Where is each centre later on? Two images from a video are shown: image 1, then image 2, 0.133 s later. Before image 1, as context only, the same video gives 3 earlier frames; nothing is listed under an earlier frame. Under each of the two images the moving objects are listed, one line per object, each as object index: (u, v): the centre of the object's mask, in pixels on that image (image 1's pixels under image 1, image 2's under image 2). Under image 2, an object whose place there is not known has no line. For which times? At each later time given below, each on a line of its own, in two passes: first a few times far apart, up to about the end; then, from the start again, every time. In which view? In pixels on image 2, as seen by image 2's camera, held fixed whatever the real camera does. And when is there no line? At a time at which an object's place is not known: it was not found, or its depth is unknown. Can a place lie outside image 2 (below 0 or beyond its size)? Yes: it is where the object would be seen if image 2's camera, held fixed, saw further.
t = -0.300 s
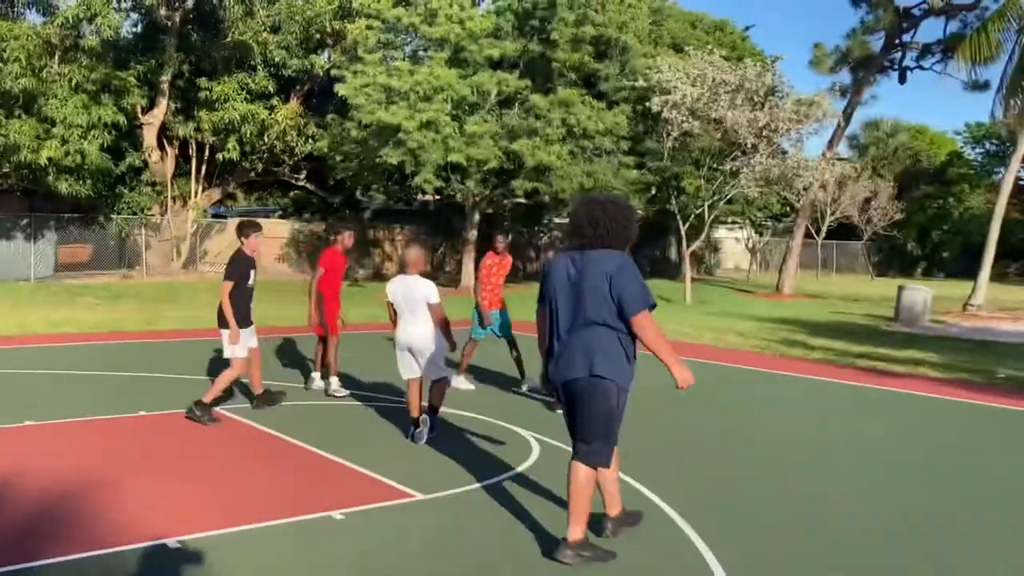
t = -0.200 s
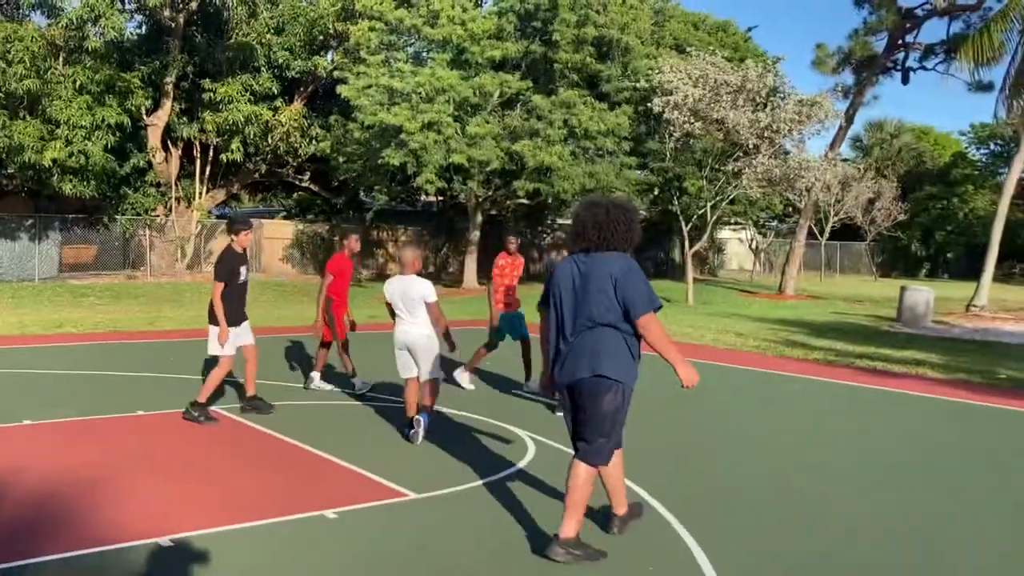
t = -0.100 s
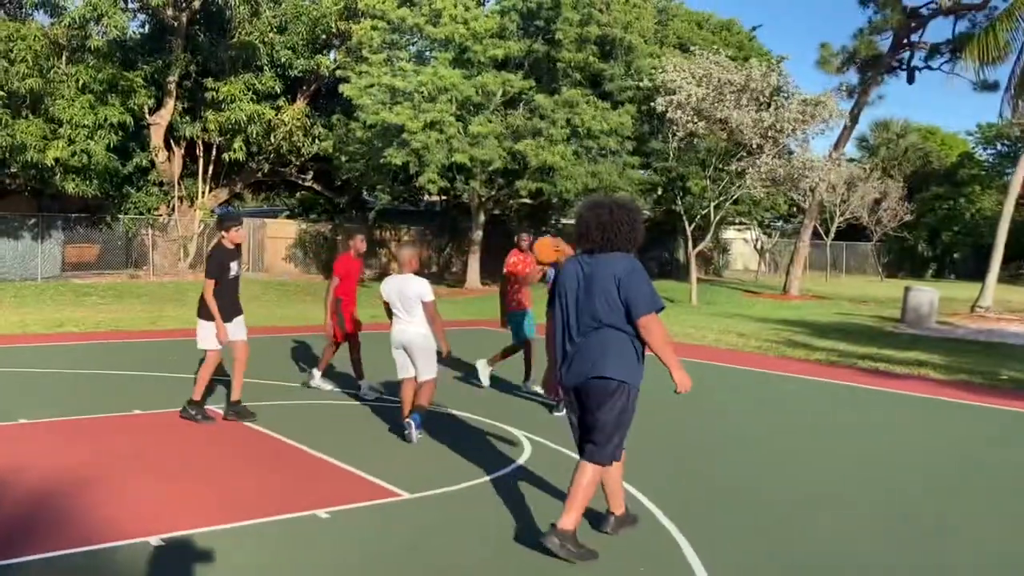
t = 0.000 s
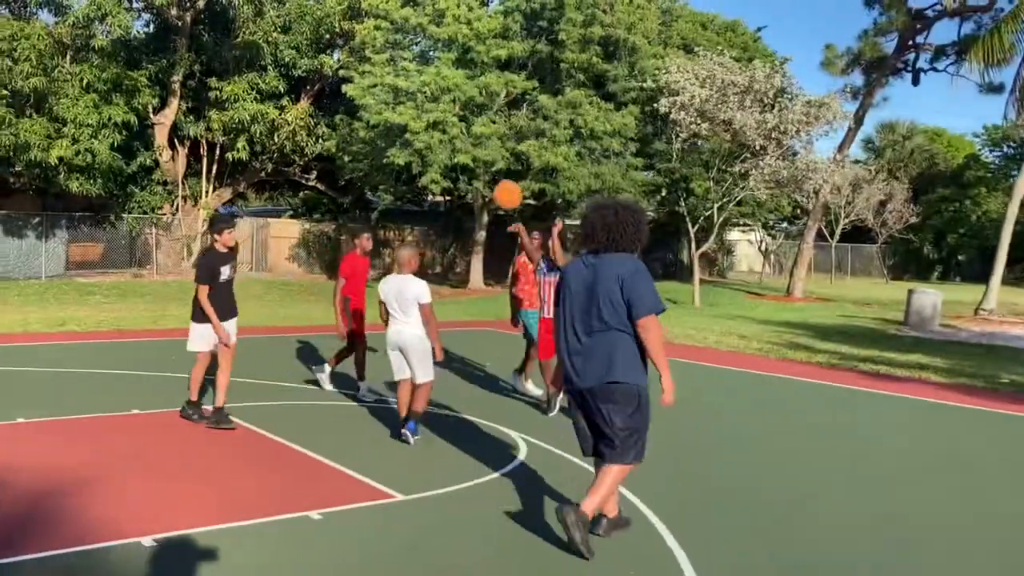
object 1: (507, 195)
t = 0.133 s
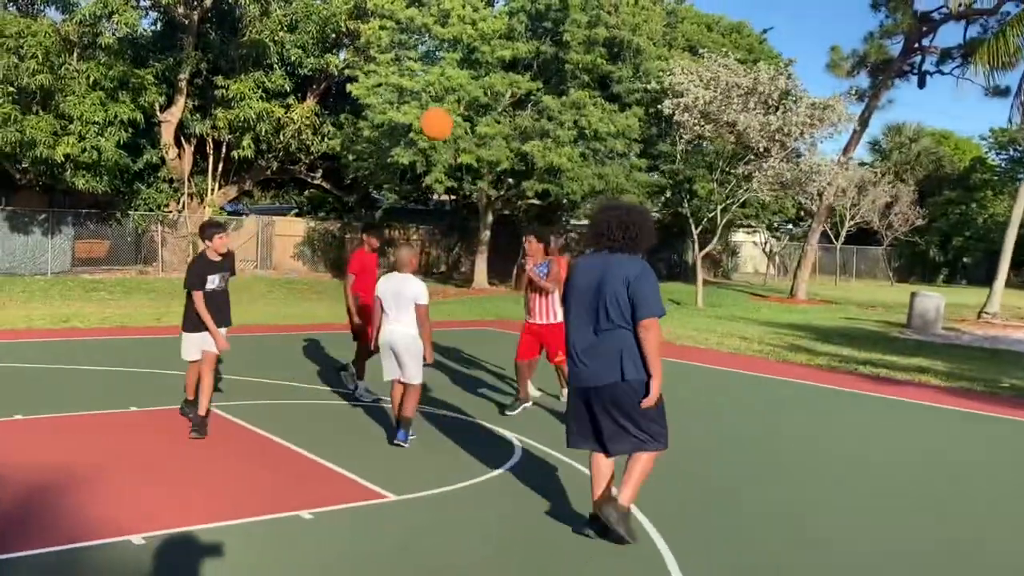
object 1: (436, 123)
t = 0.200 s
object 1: (393, 92)
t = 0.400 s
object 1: (229, 16)
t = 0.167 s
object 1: (415, 107)
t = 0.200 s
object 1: (393, 92)
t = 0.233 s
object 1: (369, 76)
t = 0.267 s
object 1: (344, 61)
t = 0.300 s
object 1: (318, 47)
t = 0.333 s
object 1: (288, 34)
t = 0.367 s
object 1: (257, 22)
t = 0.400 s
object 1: (229, 16)
